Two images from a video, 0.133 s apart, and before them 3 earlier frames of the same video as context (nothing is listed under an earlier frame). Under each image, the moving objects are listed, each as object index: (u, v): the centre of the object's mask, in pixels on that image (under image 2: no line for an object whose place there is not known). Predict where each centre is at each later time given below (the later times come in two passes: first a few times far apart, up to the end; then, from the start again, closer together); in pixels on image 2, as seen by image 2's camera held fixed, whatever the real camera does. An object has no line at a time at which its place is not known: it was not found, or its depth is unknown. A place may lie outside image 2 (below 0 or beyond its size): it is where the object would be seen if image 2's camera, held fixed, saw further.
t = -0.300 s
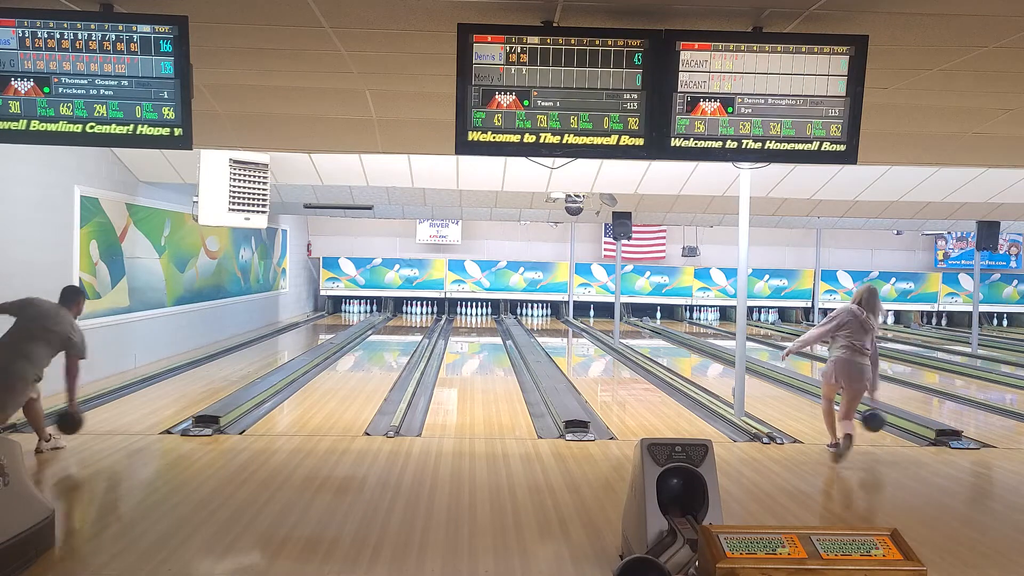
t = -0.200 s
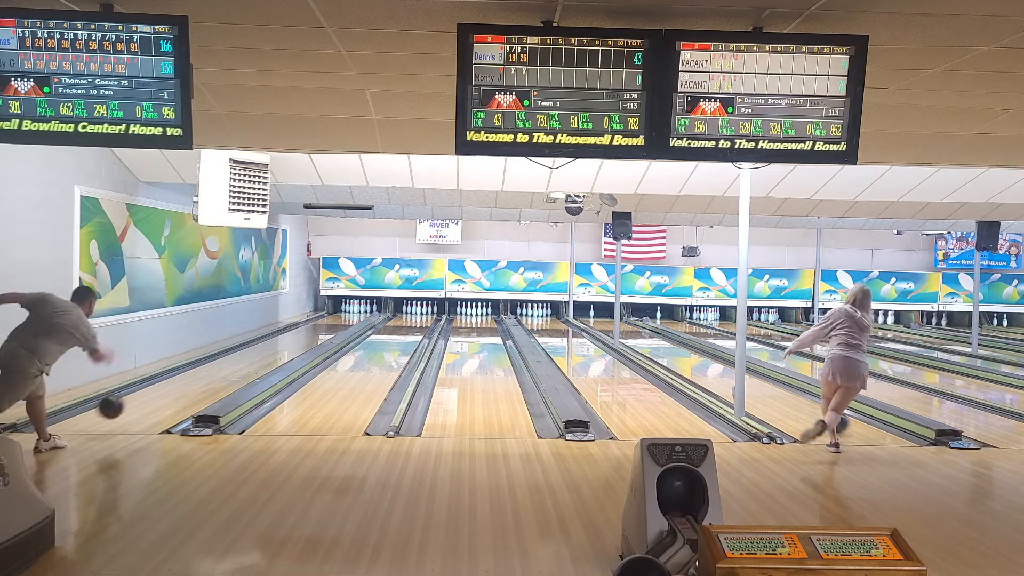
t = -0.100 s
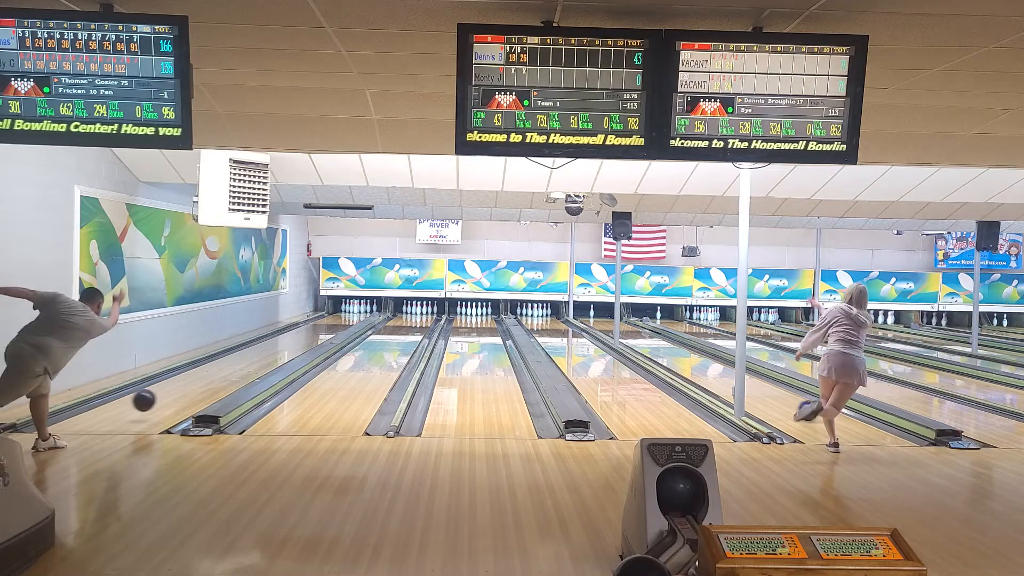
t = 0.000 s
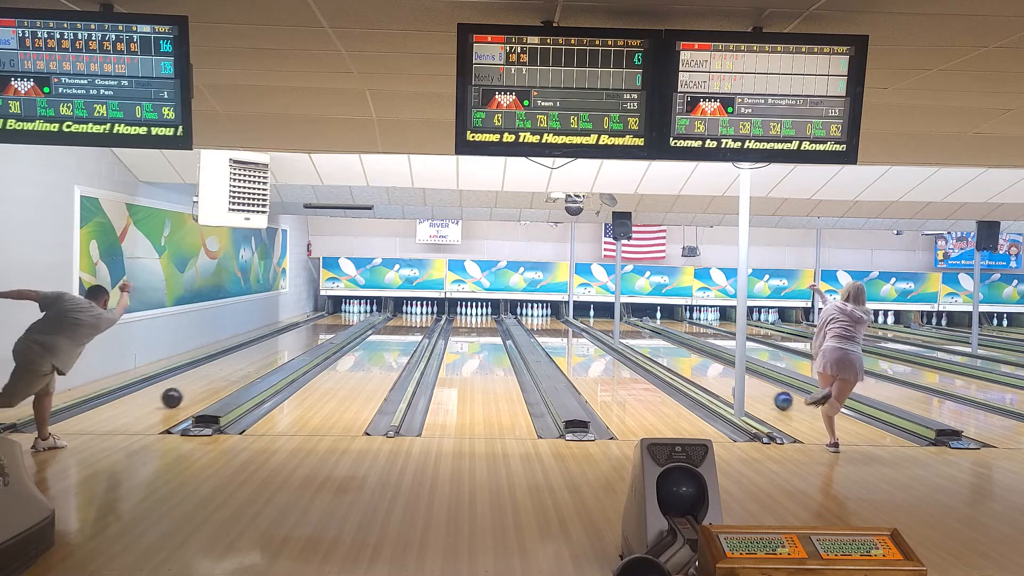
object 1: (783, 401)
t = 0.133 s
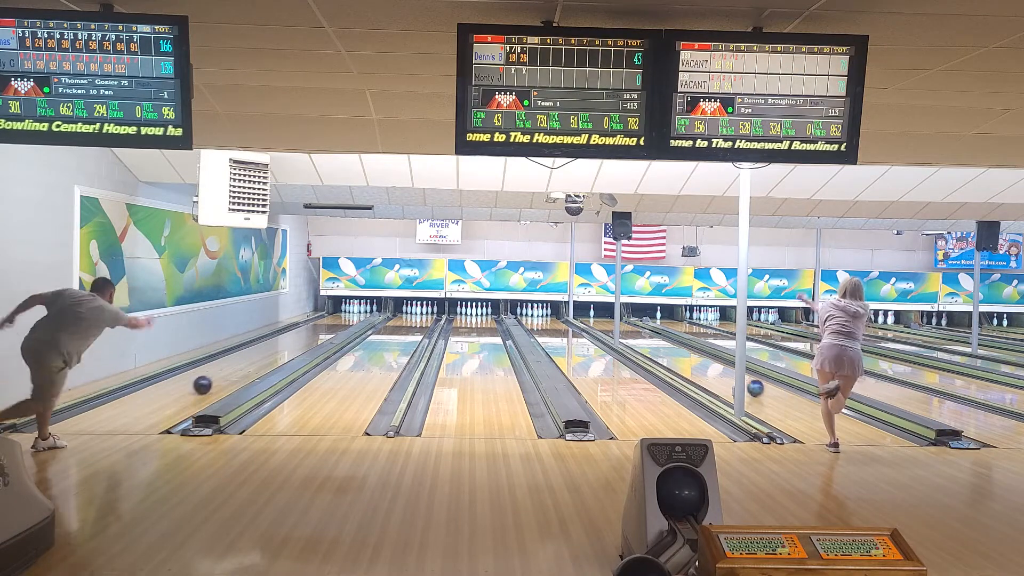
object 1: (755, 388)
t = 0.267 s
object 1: (730, 378)
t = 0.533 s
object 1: (695, 362)
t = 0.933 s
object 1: (656, 345)
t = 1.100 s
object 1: (643, 339)
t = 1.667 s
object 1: (610, 325)
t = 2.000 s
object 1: (597, 320)
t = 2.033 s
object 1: (596, 319)
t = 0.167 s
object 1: (750, 385)
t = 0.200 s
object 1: (747, 383)
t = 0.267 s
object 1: (730, 378)
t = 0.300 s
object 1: (727, 375)
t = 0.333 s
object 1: (722, 373)
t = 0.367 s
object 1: (717, 371)
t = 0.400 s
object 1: (712, 369)
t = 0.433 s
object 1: (707, 367)
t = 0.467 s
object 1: (703, 365)
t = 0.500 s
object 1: (699, 364)
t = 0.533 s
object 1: (695, 362)
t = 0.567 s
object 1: (691, 360)
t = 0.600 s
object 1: (687, 358)
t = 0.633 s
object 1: (684, 357)
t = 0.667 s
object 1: (680, 355)
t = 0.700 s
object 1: (677, 354)
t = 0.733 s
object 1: (673, 353)
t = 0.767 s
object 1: (670, 351)
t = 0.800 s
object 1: (667, 350)
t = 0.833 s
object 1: (664, 349)
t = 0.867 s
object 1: (661, 347)
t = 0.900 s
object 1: (658, 346)
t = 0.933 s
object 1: (656, 345)
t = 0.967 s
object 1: (653, 344)
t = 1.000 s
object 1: (650, 343)
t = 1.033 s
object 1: (648, 341)
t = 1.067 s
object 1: (645, 340)
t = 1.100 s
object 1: (643, 339)
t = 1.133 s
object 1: (641, 338)
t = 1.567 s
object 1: (613, 327)
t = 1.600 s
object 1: (612, 326)
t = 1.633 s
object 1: (611, 326)
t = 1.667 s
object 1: (610, 325)
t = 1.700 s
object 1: (609, 325)
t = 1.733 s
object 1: (607, 324)
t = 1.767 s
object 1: (606, 324)
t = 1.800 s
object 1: (605, 323)
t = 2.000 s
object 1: (597, 320)
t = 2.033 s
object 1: (596, 319)
